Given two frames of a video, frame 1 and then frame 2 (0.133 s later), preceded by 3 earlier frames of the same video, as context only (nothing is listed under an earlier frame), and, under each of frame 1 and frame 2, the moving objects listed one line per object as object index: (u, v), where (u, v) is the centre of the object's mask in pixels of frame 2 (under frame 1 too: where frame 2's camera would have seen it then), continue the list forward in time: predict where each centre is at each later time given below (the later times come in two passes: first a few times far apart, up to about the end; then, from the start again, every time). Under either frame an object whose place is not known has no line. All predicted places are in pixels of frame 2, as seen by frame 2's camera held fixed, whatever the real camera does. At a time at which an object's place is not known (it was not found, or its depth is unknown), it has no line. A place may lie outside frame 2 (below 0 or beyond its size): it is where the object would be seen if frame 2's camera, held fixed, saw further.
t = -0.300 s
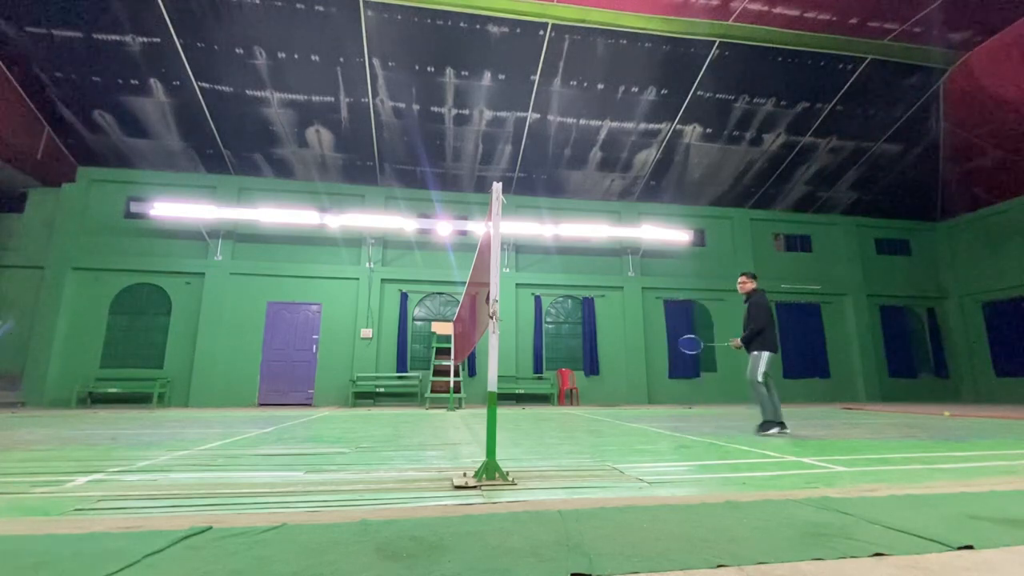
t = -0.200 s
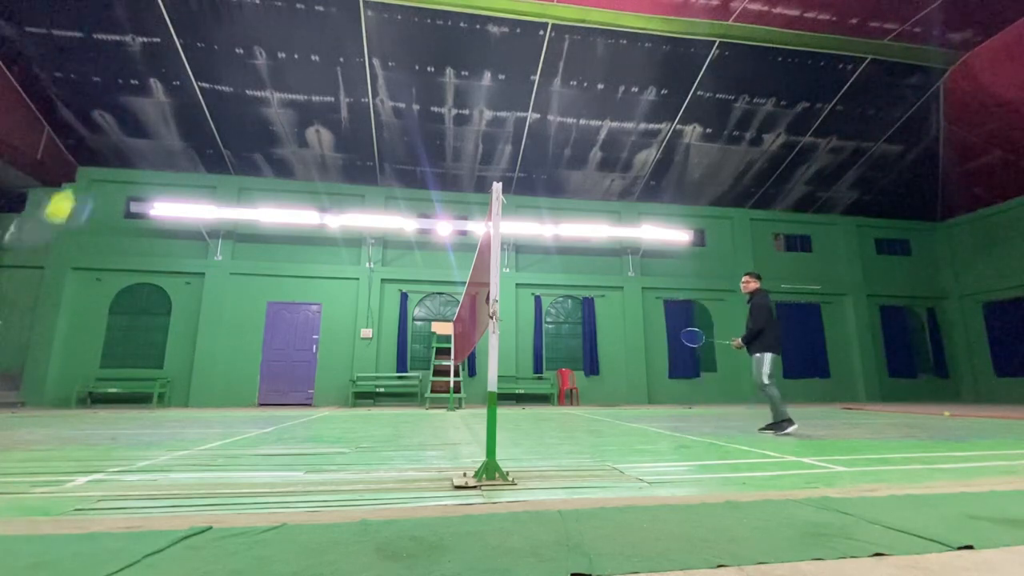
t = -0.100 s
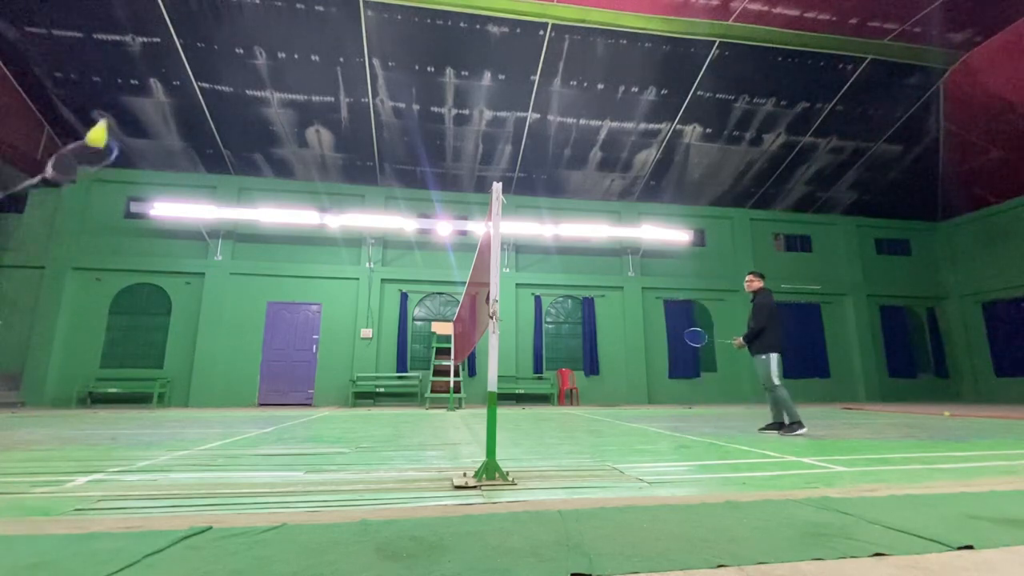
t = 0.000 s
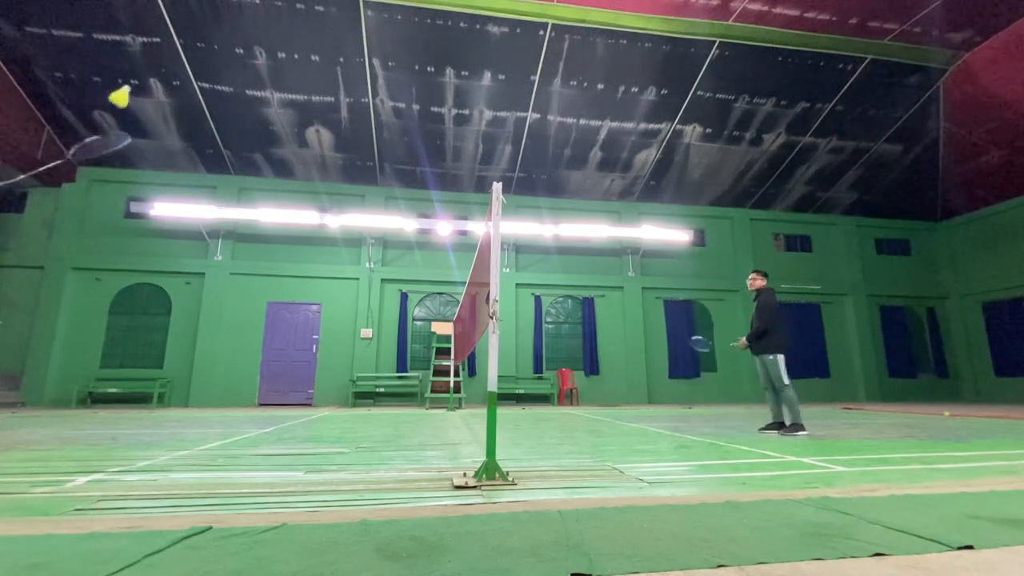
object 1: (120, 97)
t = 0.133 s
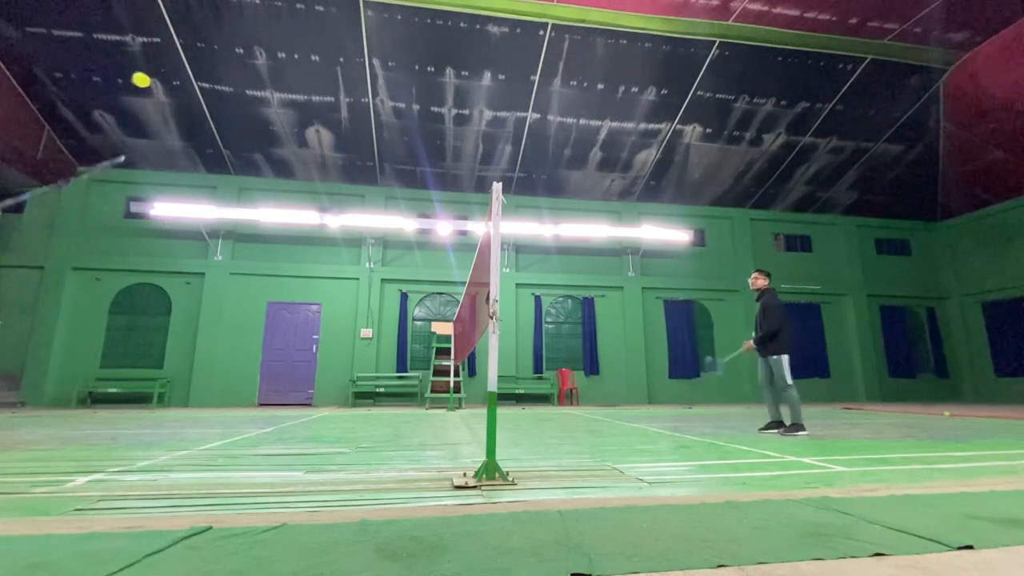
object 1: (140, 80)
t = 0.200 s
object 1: (149, 82)
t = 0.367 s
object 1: (162, 122)
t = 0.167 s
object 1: (145, 79)
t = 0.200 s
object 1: (149, 82)
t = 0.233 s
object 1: (153, 86)
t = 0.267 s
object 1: (157, 92)
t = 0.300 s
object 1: (159, 100)
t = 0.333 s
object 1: (161, 111)
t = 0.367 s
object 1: (162, 122)
